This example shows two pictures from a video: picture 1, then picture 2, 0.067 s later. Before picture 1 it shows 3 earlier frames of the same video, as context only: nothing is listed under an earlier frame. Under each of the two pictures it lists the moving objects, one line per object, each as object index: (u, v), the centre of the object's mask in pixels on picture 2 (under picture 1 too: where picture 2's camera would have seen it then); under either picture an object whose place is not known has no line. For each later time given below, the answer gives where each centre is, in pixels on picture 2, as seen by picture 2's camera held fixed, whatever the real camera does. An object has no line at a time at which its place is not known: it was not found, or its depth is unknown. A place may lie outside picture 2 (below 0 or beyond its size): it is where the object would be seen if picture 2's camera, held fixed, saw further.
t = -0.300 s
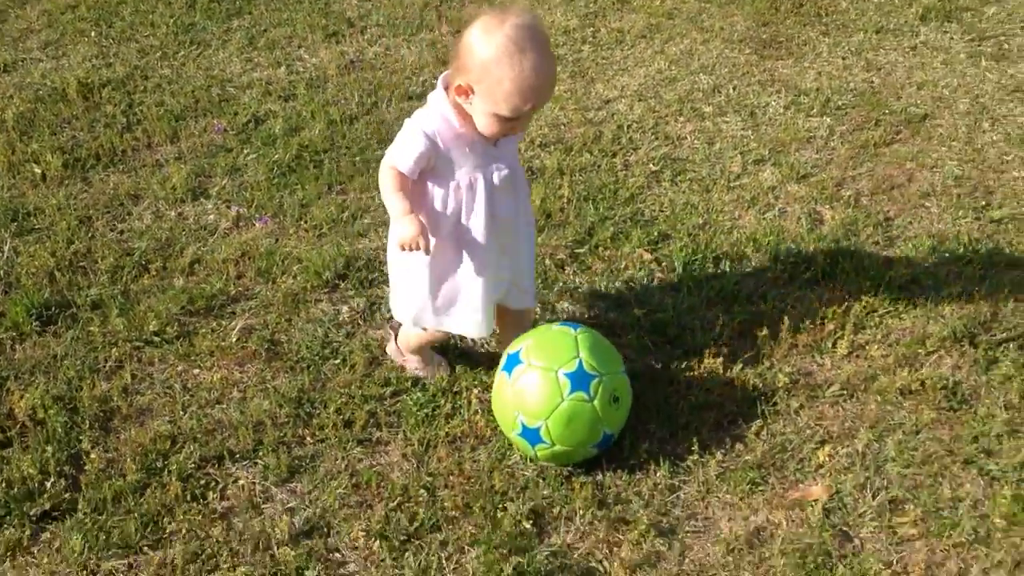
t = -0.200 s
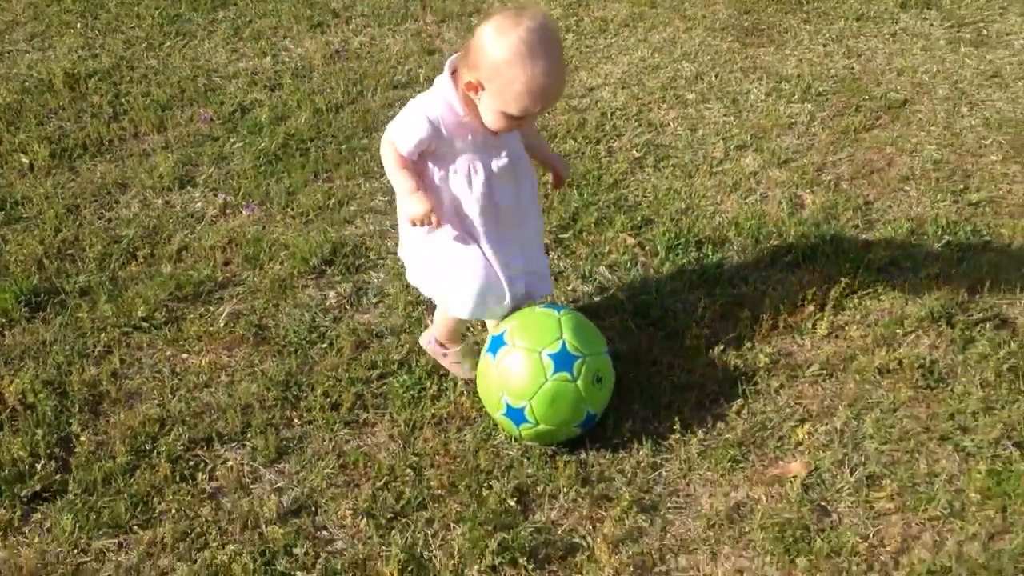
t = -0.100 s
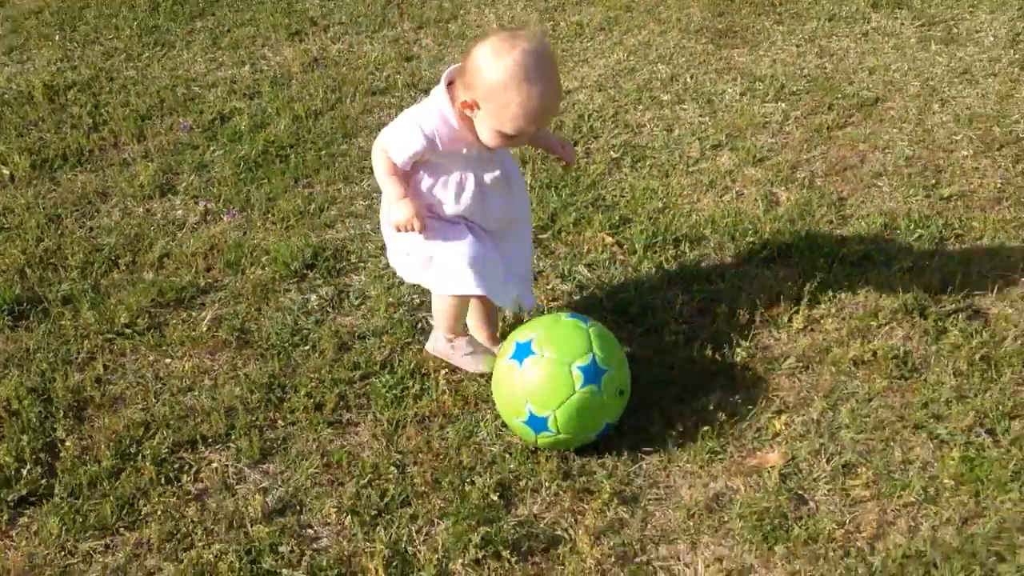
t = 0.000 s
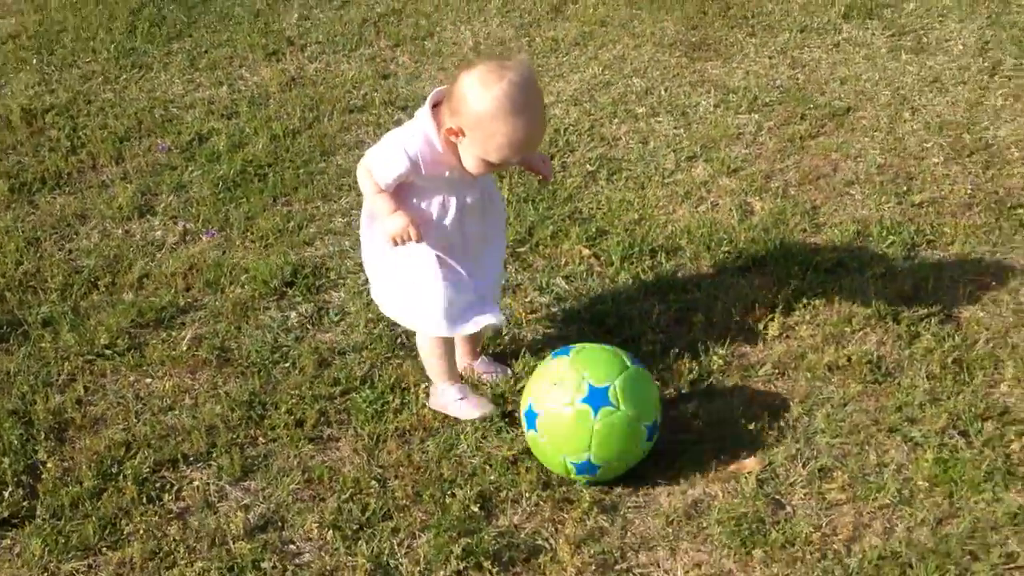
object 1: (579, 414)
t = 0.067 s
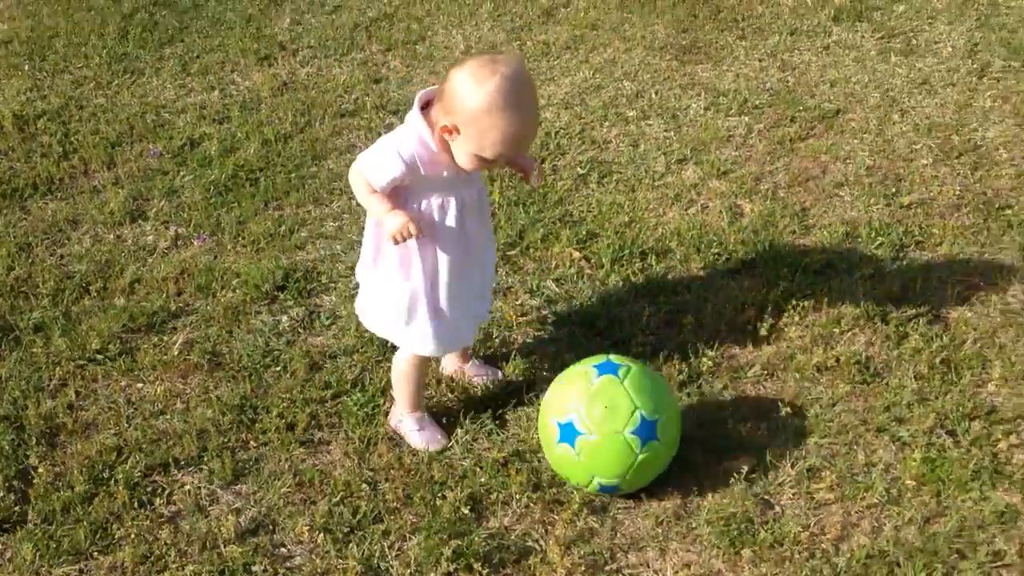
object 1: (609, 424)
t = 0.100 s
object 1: (624, 429)
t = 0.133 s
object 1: (638, 434)
